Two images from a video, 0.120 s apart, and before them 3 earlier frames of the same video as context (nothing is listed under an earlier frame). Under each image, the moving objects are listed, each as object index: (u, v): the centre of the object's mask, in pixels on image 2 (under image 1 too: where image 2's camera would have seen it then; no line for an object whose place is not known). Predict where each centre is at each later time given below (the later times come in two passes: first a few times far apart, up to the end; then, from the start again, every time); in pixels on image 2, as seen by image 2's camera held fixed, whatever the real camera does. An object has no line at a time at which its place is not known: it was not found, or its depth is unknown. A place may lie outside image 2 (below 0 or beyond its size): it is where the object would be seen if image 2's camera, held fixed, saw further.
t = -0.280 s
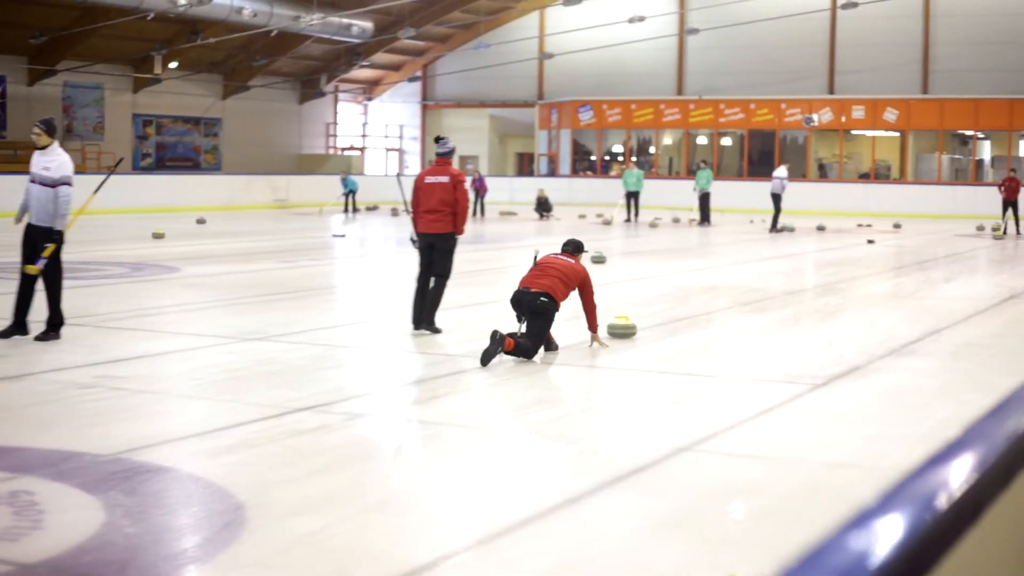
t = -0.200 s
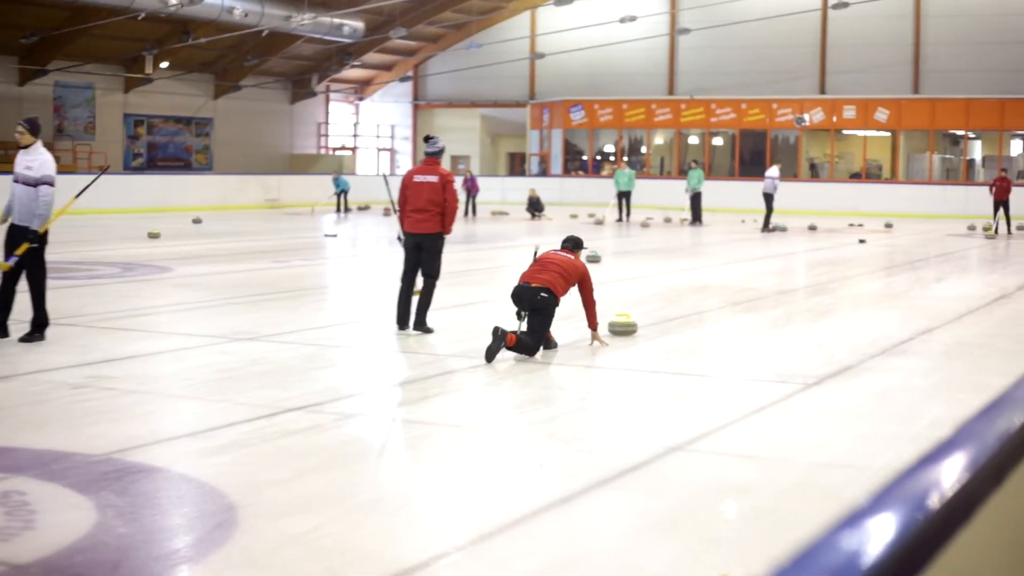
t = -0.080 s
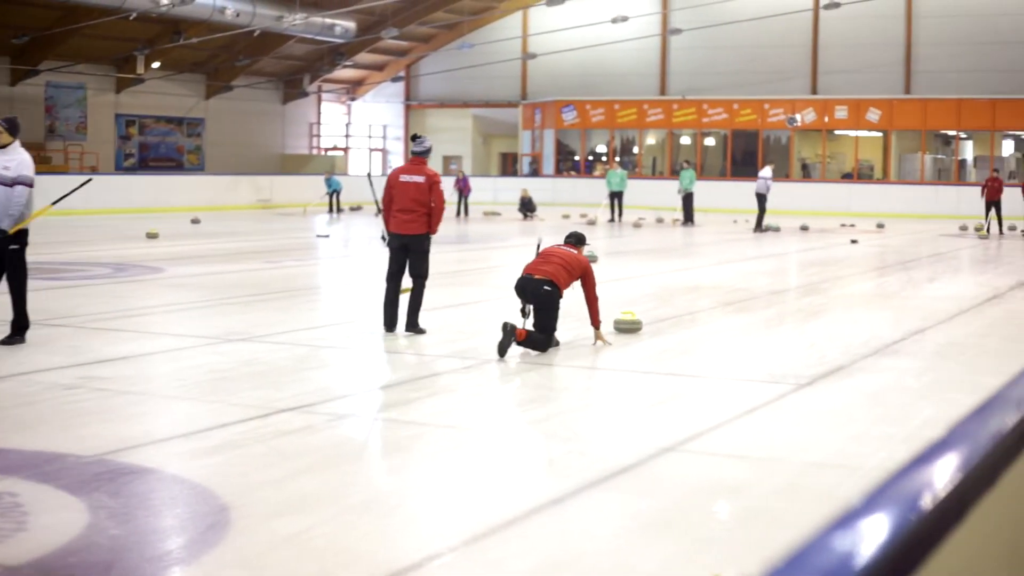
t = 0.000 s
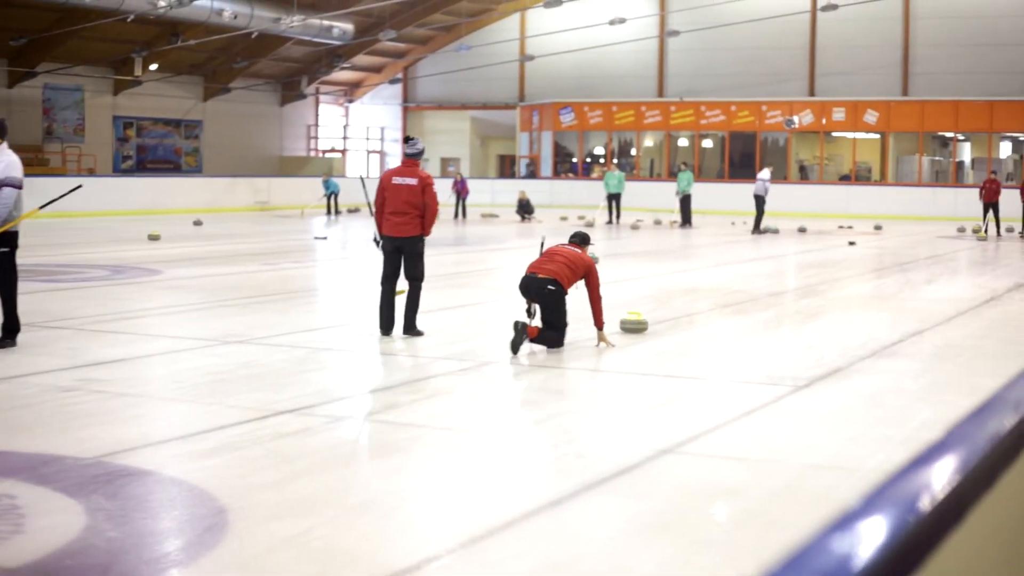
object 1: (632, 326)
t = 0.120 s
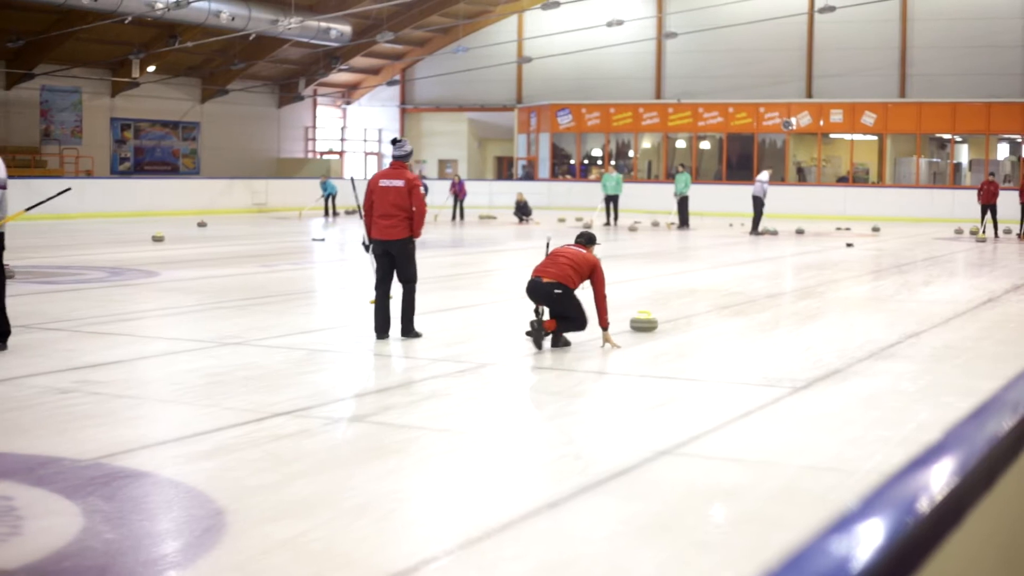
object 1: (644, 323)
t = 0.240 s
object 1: (655, 320)
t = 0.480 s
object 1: (677, 316)
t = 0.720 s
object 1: (697, 311)
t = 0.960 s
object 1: (715, 307)
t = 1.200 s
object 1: (733, 303)
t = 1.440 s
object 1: (749, 299)
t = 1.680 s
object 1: (764, 296)
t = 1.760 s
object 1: (769, 295)
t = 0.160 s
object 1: (648, 322)
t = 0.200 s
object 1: (651, 321)
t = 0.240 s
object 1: (655, 320)
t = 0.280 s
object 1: (659, 320)
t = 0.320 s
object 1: (663, 319)
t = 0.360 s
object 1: (666, 318)
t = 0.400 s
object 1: (670, 317)
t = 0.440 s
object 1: (673, 316)
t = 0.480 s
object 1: (677, 316)
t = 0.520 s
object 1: (680, 315)
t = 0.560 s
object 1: (683, 314)
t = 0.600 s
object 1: (687, 313)
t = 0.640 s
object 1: (690, 312)
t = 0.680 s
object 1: (694, 312)
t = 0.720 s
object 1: (697, 311)
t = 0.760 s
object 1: (700, 310)
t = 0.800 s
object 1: (703, 310)
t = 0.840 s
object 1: (706, 309)
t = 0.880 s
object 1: (709, 308)
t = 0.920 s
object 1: (712, 308)
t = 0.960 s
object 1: (715, 307)
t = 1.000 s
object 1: (718, 306)
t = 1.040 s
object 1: (721, 306)
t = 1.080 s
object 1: (724, 305)
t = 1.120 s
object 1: (727, 304)
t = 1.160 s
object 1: (730, 304)
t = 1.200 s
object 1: (733, 303)
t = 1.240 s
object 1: (735, 302)
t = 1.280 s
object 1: (738, 302)
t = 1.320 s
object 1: (741, 301)
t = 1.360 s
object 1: (744, 301)
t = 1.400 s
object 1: (747, 300)
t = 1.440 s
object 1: (749, 299)
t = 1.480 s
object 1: (752, 299)
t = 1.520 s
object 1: (754, 298)
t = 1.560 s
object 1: (757, 298)
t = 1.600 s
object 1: (759, 297)
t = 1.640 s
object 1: (762, 296)
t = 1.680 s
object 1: (764, 296)
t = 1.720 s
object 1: (767, 295)
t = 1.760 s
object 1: (769, 295)
